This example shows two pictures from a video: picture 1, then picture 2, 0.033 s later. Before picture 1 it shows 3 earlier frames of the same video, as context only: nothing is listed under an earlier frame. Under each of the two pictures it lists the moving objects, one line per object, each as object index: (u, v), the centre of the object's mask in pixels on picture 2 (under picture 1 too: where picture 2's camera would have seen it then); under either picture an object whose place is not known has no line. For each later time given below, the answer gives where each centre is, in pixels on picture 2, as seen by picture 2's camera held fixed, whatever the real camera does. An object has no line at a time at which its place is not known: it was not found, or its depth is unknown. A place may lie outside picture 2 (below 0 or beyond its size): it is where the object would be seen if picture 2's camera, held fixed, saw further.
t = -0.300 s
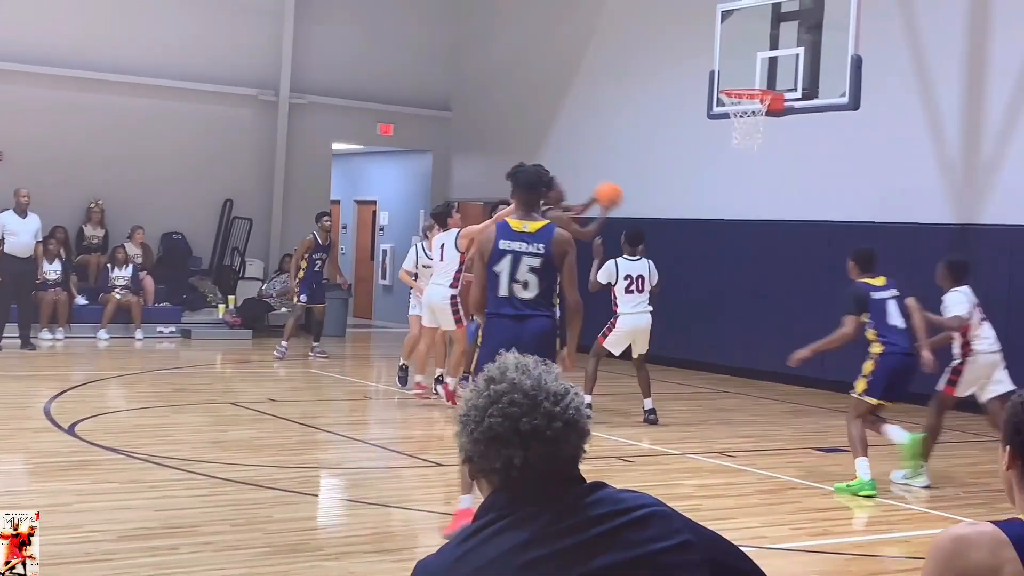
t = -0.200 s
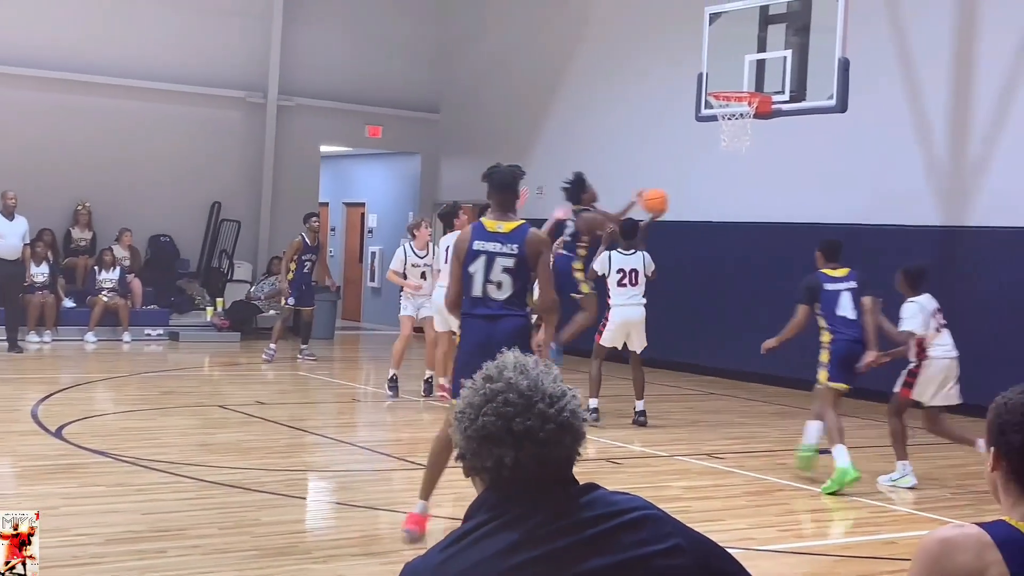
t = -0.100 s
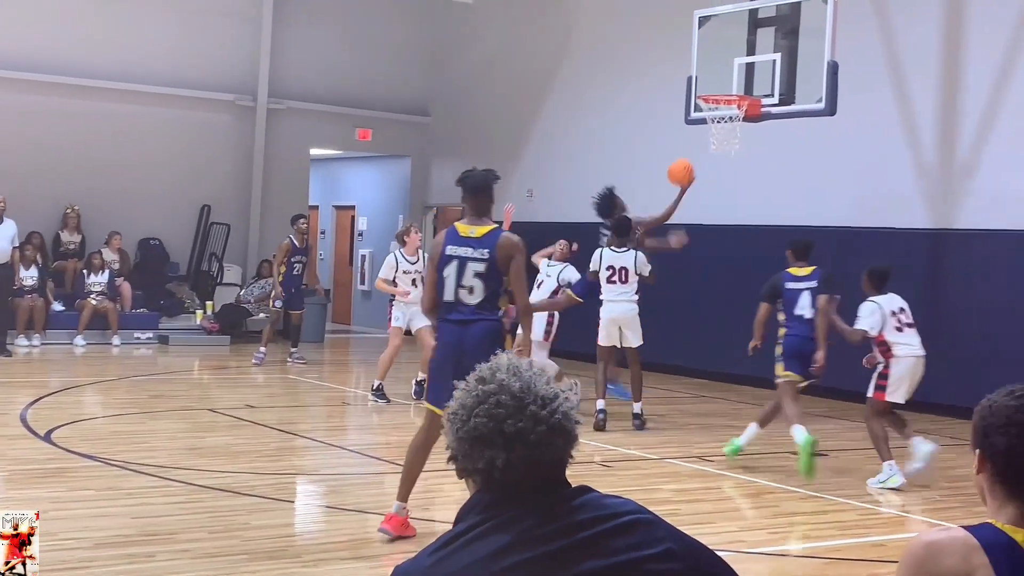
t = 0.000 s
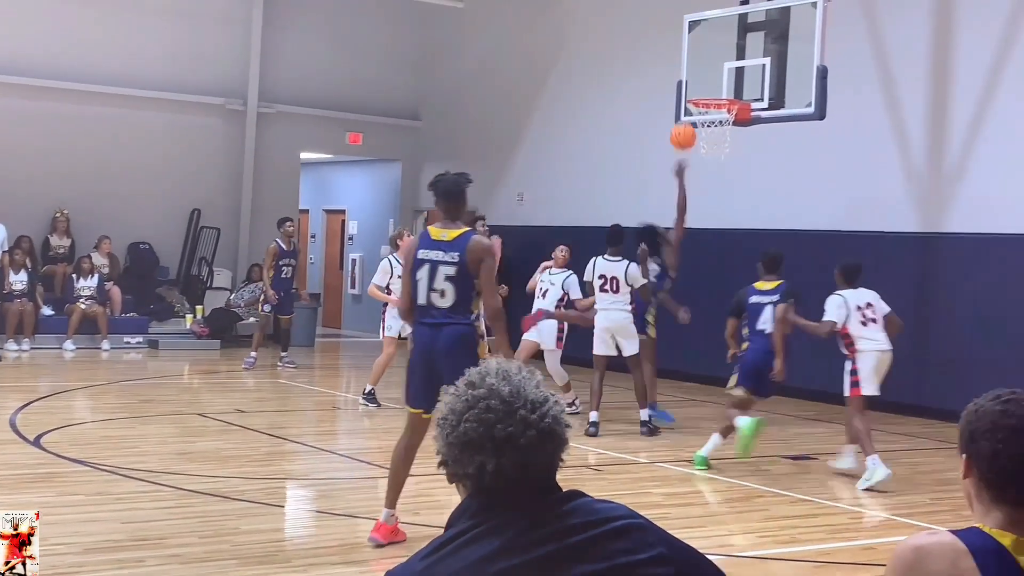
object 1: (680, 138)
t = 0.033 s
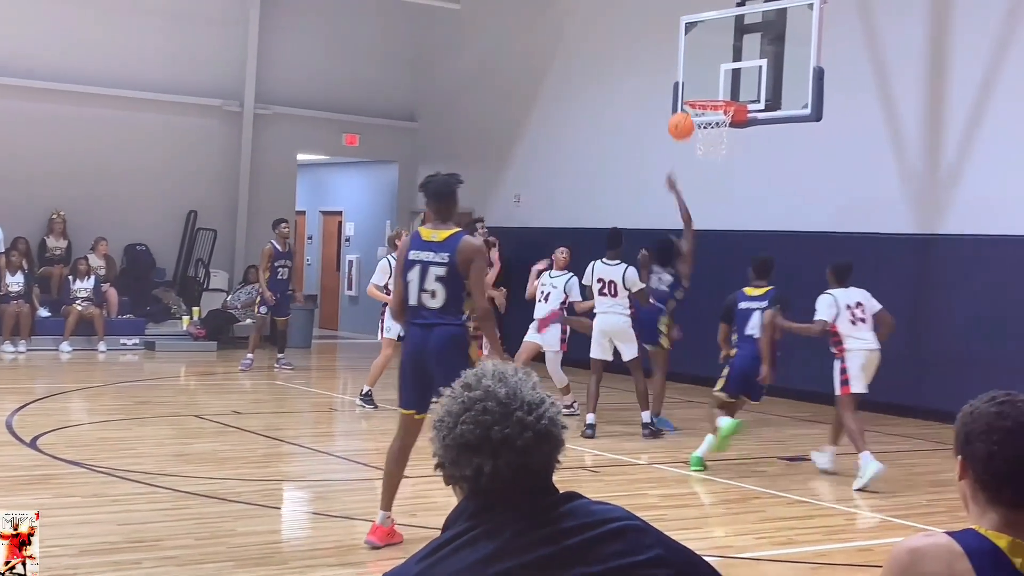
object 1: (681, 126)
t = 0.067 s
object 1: (682, 117)
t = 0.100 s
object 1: (683, 107)
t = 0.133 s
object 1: (685, 100)
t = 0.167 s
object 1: (686, 93)
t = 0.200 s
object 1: (686, 89)
